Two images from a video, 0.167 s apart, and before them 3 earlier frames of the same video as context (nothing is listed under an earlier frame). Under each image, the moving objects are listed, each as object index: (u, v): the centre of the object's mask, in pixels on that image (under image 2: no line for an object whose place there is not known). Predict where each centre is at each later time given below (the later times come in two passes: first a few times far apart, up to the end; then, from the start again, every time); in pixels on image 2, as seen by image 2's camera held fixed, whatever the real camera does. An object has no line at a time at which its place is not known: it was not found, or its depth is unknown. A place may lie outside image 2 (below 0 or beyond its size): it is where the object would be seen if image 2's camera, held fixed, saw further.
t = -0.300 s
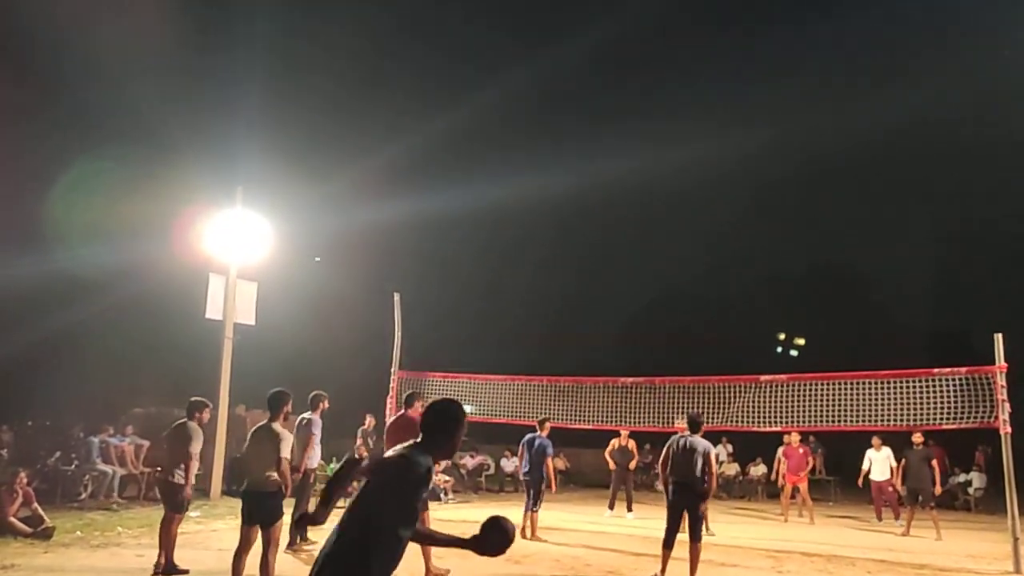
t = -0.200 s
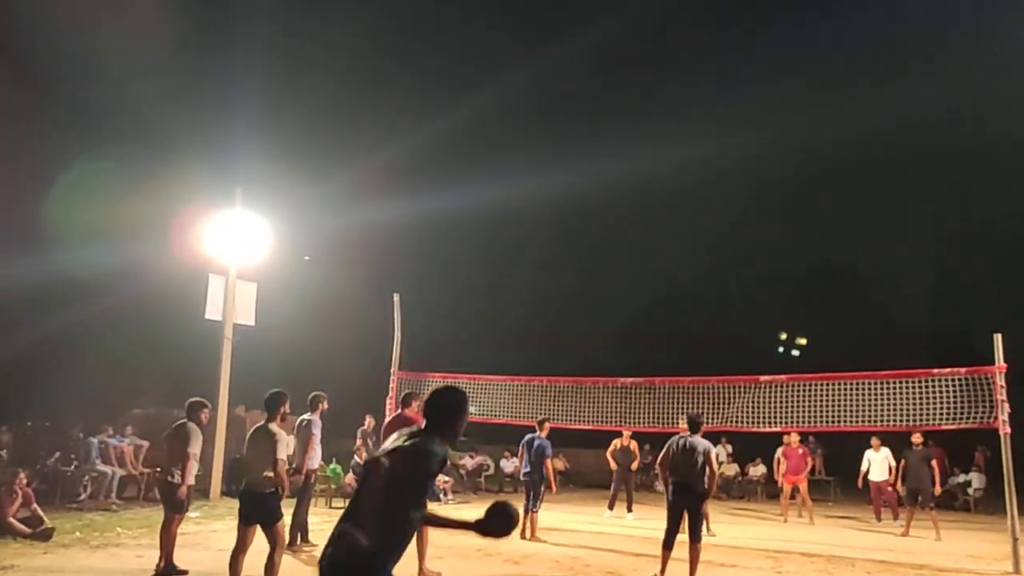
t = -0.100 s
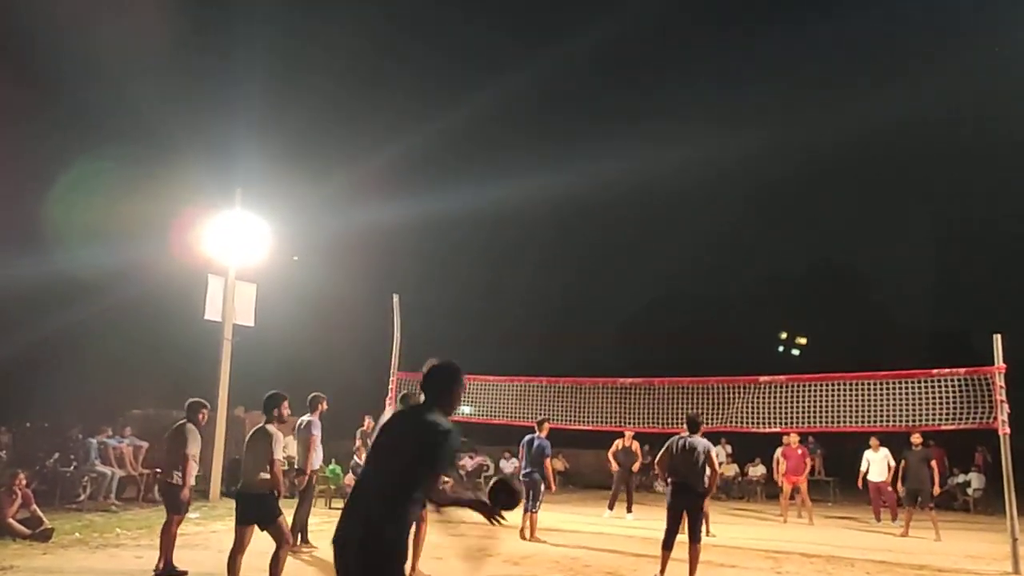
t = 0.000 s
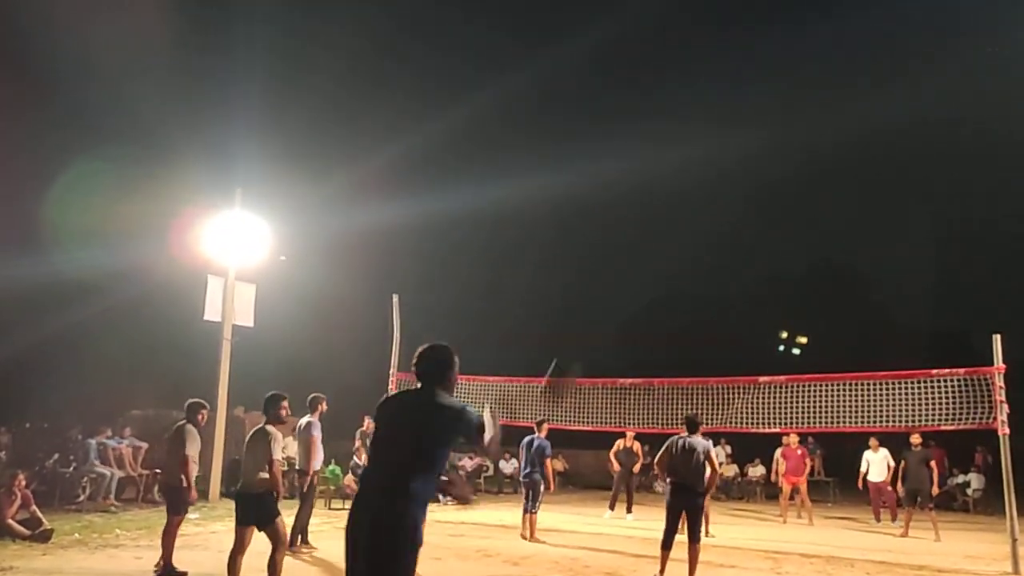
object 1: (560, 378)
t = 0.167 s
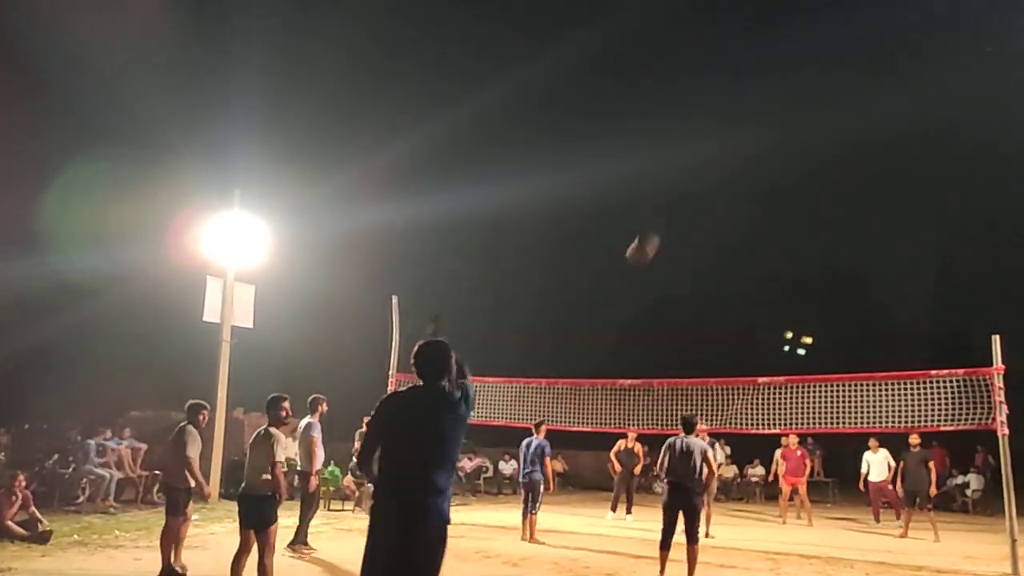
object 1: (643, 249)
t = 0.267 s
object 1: (678, 209)
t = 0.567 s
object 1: (744, 180)
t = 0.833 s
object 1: (780, 219)
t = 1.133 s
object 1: (810, 299)
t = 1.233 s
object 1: (819, 331)
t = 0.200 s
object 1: (656, 232)
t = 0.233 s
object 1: (667, 219)
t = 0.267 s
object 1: (678, 209)
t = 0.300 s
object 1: (687, 200)
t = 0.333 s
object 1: (697, 194)
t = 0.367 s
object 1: (705, 188)
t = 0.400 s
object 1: (713, 184)
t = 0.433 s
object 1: (720, 181)
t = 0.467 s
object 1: (727, 179)
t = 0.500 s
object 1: (732, 178)
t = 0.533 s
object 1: (738, 178)
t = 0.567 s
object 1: (744, 180)
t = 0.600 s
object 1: (749, 182)
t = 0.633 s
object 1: (754, 185)
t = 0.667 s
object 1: (759, 189)
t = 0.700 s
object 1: (763, 194)
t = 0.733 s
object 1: (768, 199)
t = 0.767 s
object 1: (772, 205)
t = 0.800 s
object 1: (776, 212)
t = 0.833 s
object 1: (780, 219)
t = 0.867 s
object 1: (783, 226)
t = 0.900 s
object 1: (787, 234)
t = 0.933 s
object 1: (790, 242)
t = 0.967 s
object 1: (794, 250)
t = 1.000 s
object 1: (797, 260)
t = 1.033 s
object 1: (801, 269)
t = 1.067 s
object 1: (804, 279)
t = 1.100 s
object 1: (807, 289)
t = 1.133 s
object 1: (810, 299)
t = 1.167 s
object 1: (814, 310)
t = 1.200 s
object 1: (816, 321)
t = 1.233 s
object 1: (819, 331)
